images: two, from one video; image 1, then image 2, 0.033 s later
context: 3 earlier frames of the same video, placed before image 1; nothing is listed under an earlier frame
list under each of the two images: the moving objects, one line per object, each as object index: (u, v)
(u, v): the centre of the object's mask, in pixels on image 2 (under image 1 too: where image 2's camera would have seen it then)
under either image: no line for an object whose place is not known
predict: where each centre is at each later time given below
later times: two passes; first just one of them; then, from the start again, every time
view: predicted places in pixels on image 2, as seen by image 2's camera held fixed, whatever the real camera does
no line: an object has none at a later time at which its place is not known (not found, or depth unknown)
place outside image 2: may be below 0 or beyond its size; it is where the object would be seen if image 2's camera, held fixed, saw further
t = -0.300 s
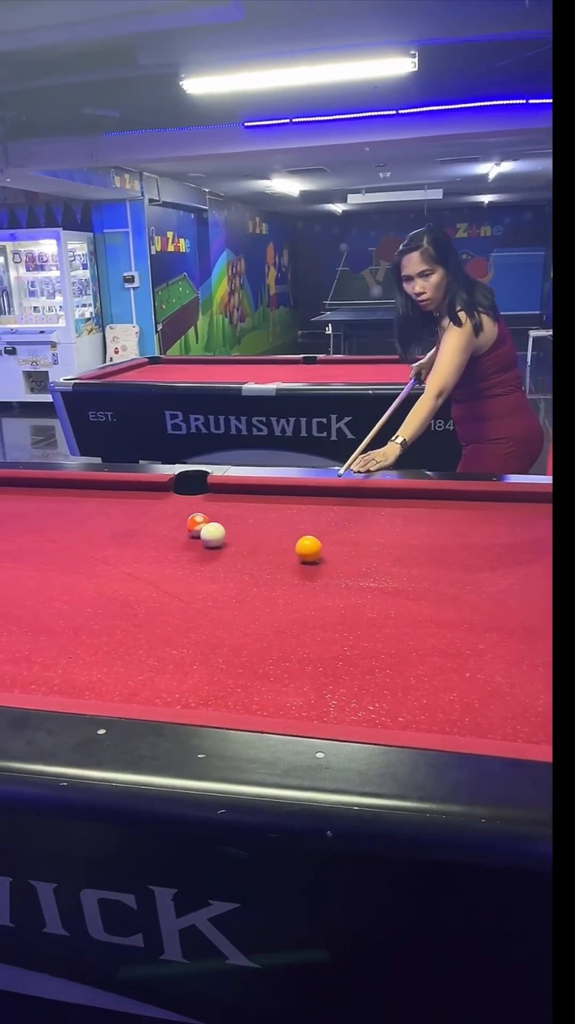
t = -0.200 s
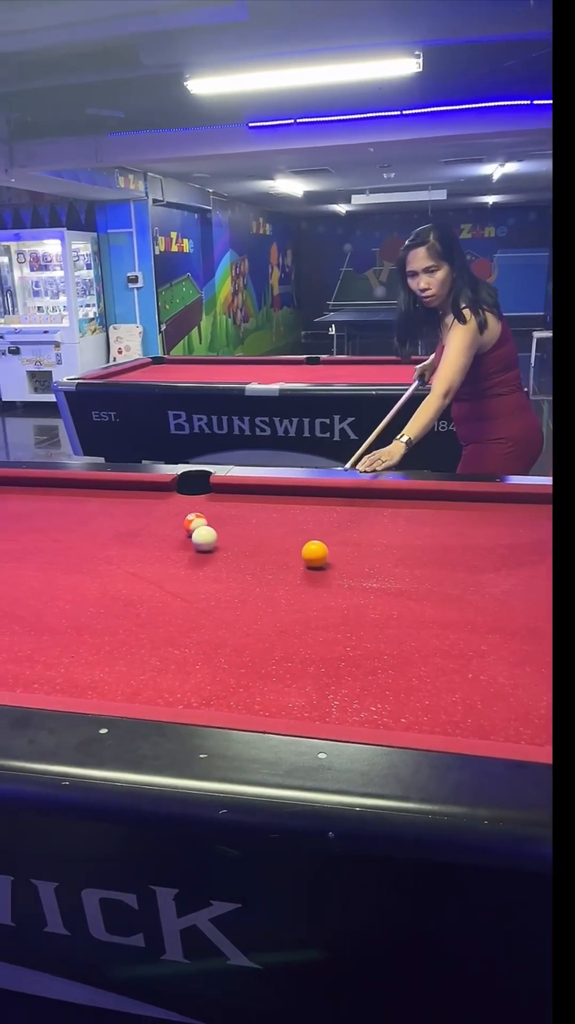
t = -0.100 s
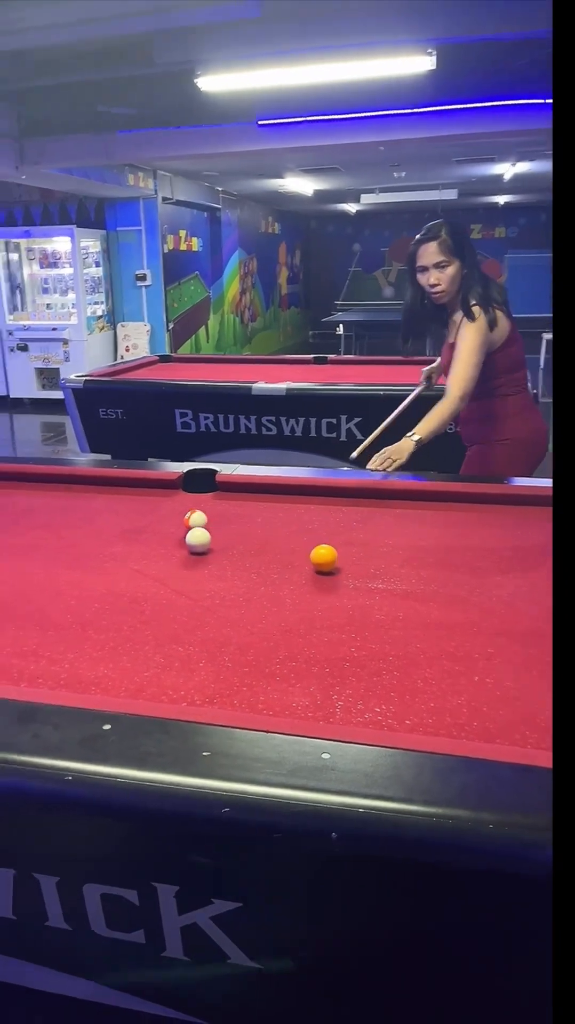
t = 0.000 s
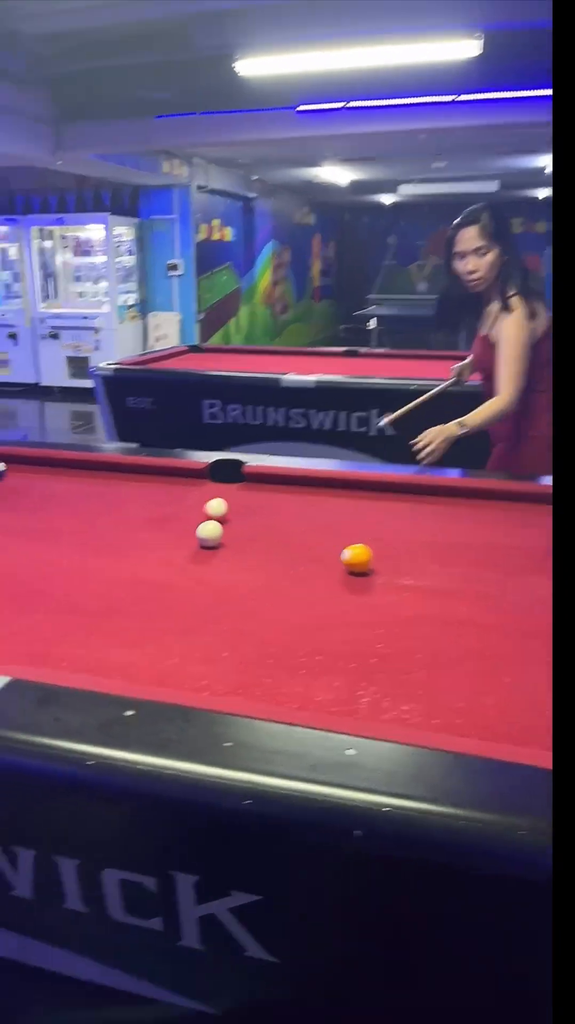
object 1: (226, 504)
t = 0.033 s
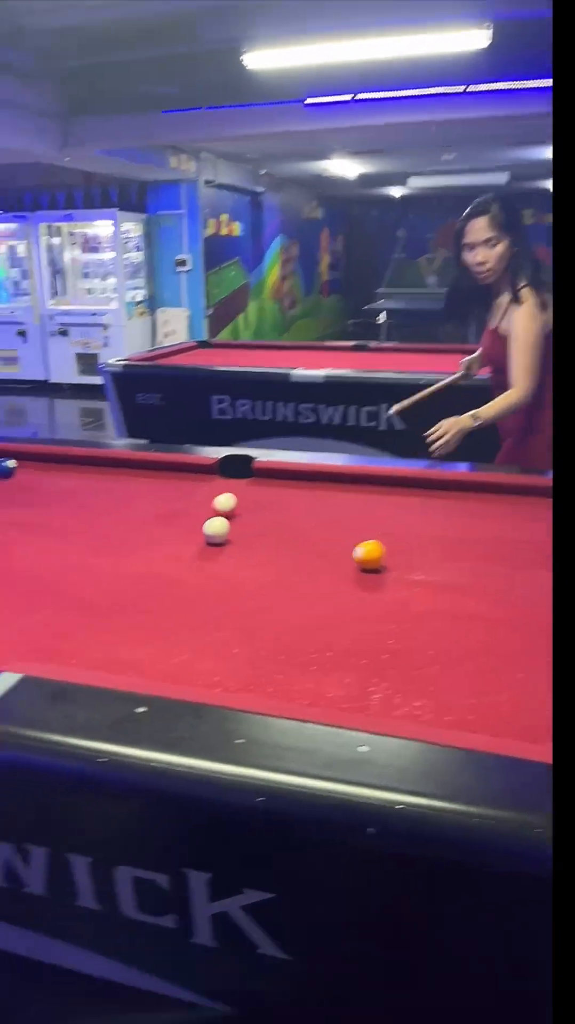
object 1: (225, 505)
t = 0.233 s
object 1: (217, 505)
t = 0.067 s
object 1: (223, 505)
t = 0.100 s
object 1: (222, 506)
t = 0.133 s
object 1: (220, 506)
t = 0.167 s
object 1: (219, 506)
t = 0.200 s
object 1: (218, 506)
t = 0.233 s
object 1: (217, 505)
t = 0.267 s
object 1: (214, 504)
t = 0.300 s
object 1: (214, 503)
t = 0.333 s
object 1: (212, 503)
